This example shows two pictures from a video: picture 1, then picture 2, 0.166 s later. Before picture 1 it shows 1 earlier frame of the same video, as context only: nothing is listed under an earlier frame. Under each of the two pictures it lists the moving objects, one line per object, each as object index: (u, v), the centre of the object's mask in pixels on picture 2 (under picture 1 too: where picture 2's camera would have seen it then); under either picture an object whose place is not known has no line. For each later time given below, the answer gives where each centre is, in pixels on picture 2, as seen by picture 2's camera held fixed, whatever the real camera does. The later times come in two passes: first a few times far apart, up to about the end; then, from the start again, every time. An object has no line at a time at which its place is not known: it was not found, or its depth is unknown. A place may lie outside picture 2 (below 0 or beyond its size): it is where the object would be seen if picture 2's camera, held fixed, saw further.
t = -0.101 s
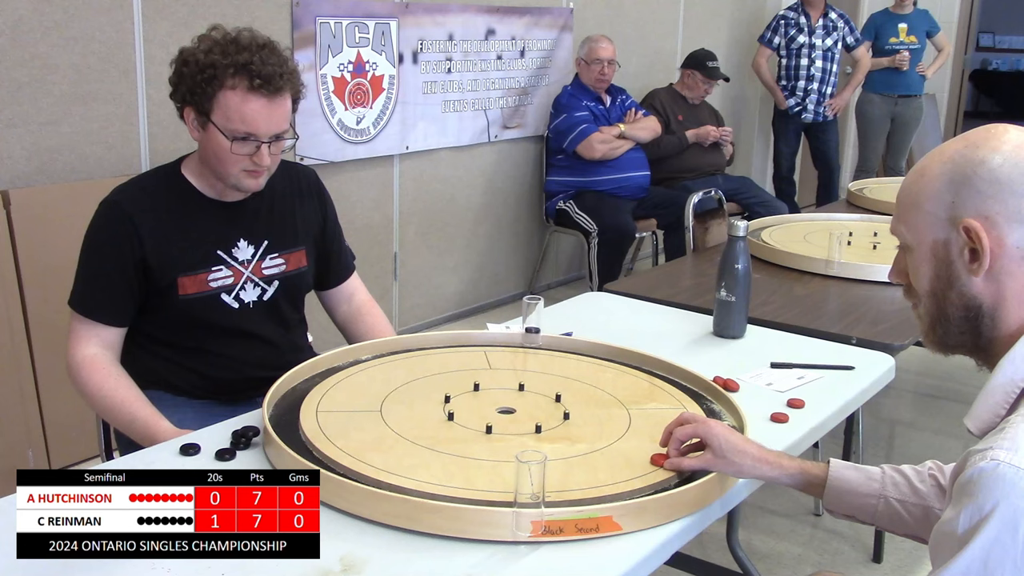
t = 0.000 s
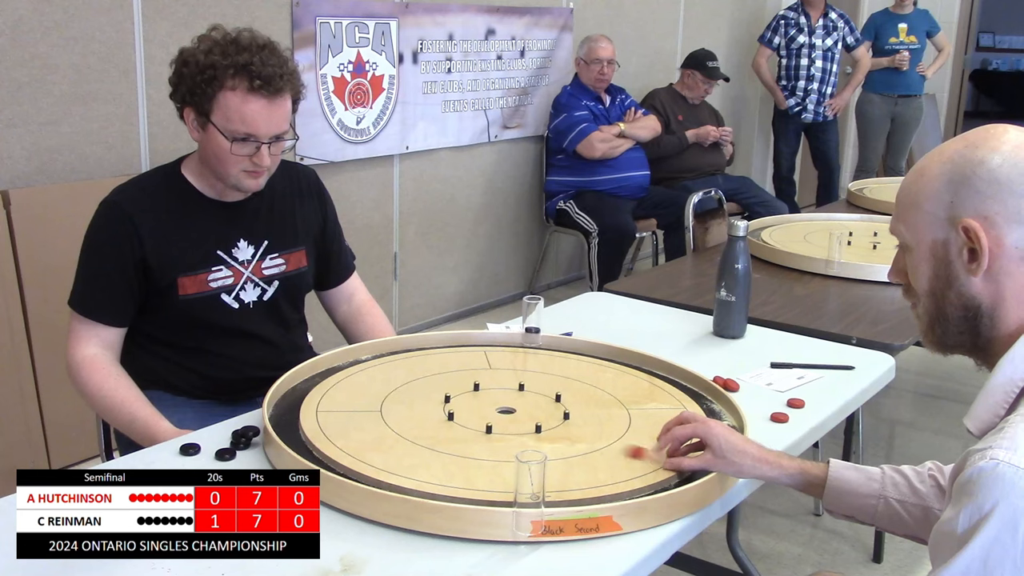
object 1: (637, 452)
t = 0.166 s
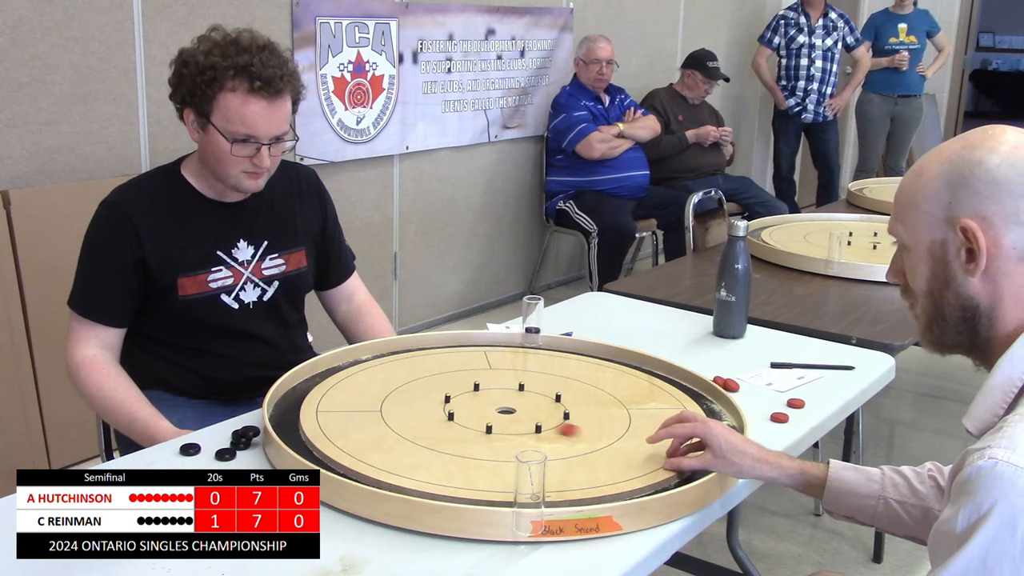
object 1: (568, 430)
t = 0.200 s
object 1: (557, 426)
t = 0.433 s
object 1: (503, 405)
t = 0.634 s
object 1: (506, 406)
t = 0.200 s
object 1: (557, 426)
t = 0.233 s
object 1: (548, 422)
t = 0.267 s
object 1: (536, 418)
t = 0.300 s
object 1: (527, 416)
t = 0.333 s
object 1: (519, 413)
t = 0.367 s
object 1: (511, 411)
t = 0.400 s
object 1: (505, 409)
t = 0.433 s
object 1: (503, 405)
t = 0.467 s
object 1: (503, 403)
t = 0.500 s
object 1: (503, 403)
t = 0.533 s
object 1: (504, 404)
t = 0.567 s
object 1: (504, 404)
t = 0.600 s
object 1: (505, 405)
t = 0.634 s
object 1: (506, 406)
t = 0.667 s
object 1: (506, 407)
